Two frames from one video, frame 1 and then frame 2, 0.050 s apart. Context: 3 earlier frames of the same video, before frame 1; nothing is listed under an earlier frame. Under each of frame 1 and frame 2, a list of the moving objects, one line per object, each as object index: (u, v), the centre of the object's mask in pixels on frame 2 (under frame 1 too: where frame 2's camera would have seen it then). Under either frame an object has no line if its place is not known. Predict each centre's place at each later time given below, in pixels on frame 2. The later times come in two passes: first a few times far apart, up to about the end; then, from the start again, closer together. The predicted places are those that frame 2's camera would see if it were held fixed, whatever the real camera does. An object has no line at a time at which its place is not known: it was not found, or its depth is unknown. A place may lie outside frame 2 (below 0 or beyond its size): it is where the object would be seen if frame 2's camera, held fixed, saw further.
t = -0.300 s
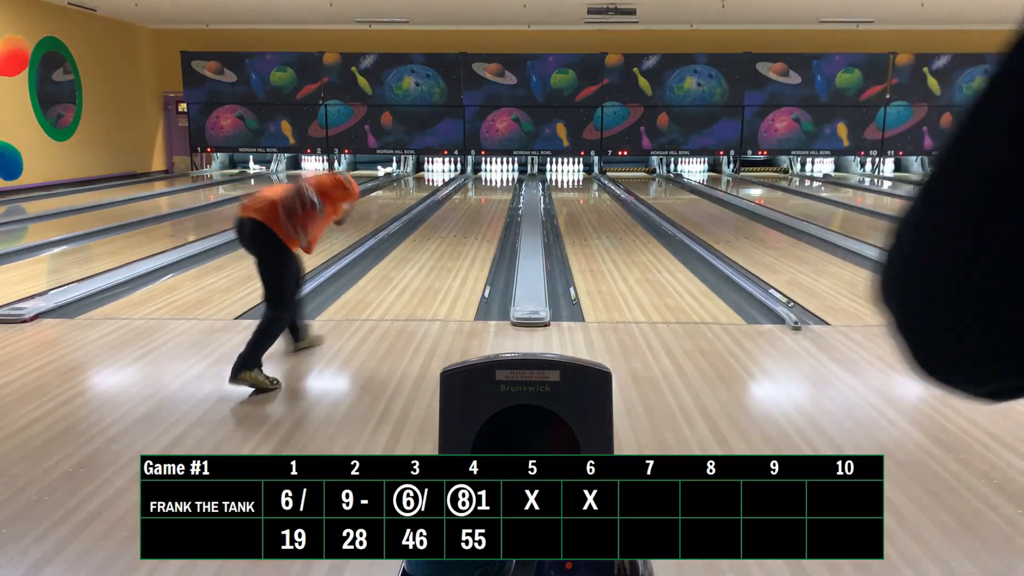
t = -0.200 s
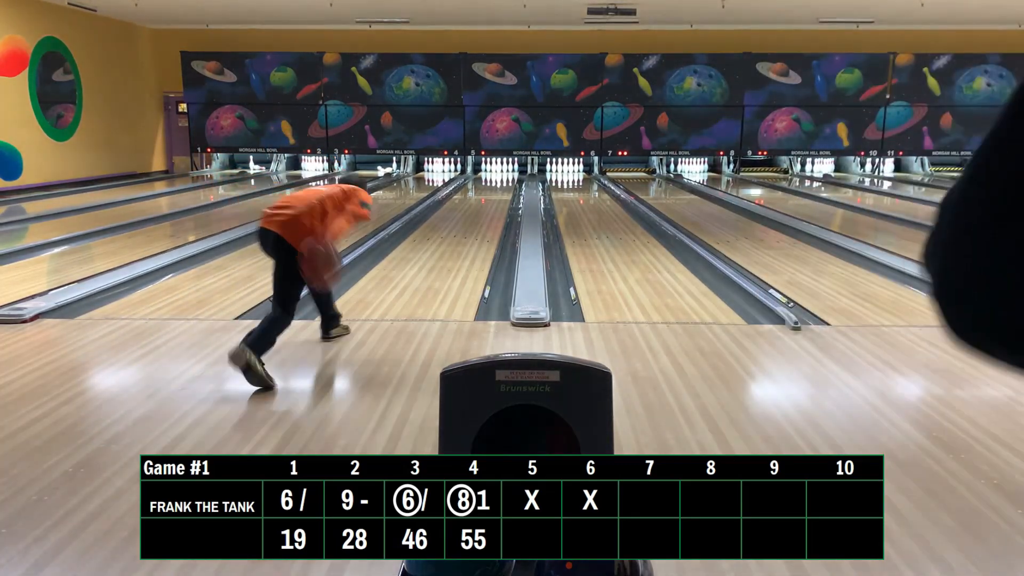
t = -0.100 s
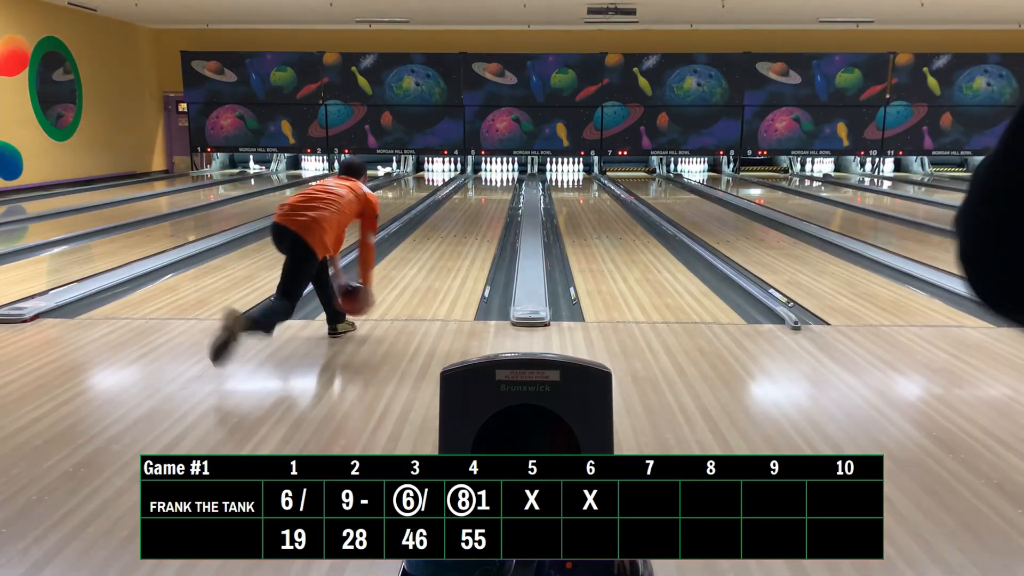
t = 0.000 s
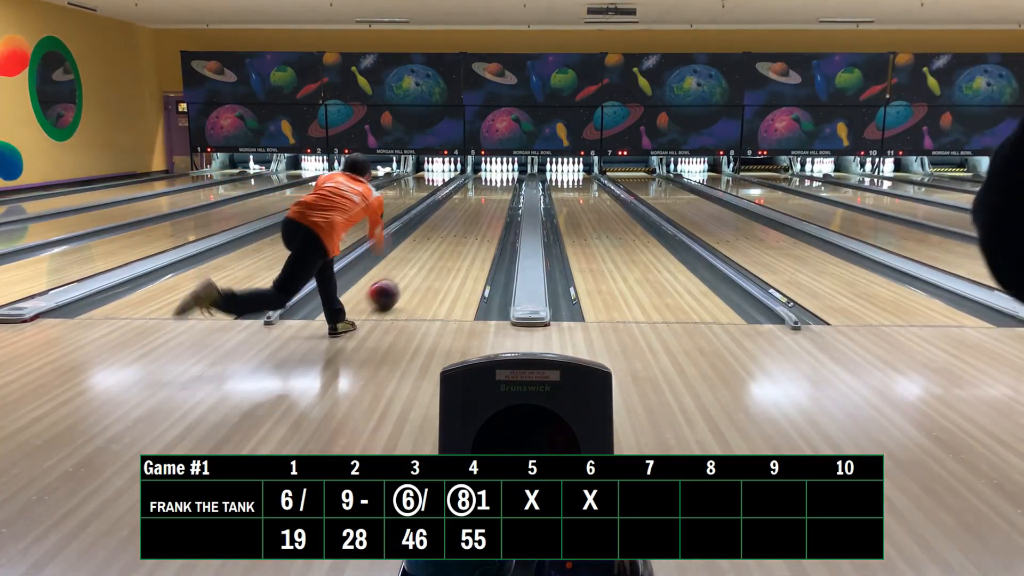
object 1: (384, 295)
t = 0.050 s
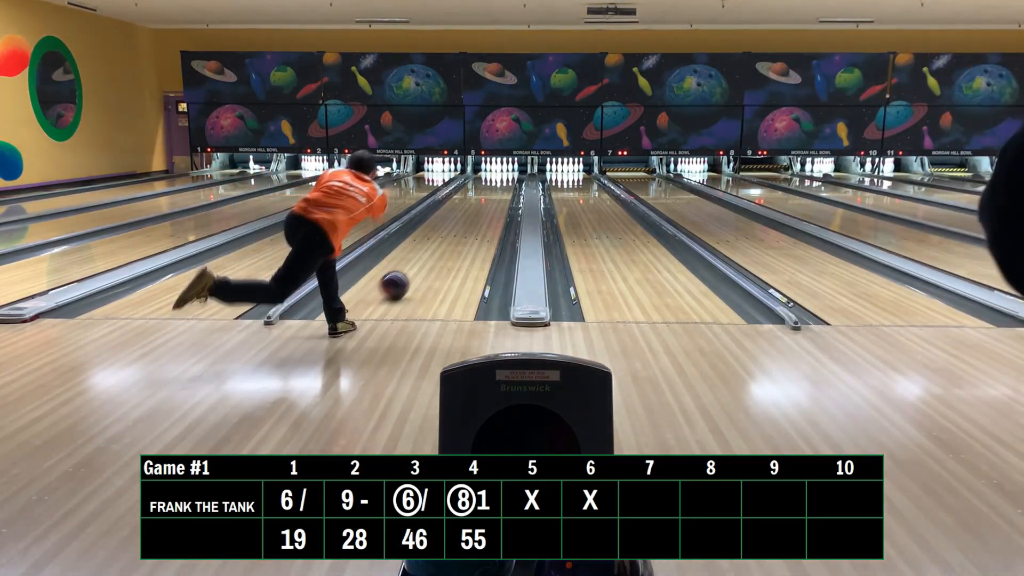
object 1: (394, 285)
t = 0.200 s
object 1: (420, 262)
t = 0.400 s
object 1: (444, 240)
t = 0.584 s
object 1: (462, 224)
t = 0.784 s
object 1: (474, 212)
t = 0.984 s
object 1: (484, 202)
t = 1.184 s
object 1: (491, 195)
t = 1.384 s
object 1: (497, 189)
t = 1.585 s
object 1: (502, 183)
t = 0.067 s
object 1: (398, 282)
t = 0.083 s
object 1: (401, 279)
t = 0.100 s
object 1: (404, 277)
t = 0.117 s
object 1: (407, 274)
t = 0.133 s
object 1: (410, 271)
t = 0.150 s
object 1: (413, 269)
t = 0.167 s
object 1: (415, 267)
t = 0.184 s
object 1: (418, 264)
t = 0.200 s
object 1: (420, 262)
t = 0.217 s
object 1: (423, 260)
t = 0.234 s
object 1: (425, 258)
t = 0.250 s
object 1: (427, 256)
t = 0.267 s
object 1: (430, 254)
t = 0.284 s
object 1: (432, 252)
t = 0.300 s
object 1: (434, 250)
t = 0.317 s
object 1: (436, 248)
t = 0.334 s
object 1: (438, 247)
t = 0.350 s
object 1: (439, 245)
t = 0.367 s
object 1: (441, 243)
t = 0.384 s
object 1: (443, 242)
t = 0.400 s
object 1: (444, 240)
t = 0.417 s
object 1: (446, 239)
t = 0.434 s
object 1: (448, 237)
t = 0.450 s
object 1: (449, 235)
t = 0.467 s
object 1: (451, 234)
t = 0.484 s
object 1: (452, 233)
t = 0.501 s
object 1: (453, 231)
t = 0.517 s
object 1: (456, 229)
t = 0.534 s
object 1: (458, 228)
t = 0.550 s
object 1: (459, 226)
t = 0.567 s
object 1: (460, 225)
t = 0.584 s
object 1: (462, 224)
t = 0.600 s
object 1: (463, 223)
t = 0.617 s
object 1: (464, 222)
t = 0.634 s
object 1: (465, 221)
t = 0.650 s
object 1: (466, 220)
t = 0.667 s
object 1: (467, 219)
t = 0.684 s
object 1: (469, 217)
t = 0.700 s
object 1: (469, 217)
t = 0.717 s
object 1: (470, 216)
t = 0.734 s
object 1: (471, 215)
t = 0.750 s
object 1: (472, 213)
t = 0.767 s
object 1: (474, 212)
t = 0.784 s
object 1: (474, 212)
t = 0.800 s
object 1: (475, 211)
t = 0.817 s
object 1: (476, 210)
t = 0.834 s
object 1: (477, 209)
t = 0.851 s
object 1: (478, 208)
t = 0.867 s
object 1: (479, 207)
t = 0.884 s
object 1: (480, 207)
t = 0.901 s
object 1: (480, 206)
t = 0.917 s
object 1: (481, 205)
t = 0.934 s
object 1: (482, 204)
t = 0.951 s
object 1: (483, 203)
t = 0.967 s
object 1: (483, 203)
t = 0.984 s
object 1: (484, 202)
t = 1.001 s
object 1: (485, 202)
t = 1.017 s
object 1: (485, 201)
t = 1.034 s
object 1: (486, 200)
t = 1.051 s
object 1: (487, 199)
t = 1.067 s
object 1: (487, 199)
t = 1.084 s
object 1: (488, 198)
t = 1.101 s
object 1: (488, 198)
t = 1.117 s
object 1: (489, 197)
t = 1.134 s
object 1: (489, 197)
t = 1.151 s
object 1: (490, 196)
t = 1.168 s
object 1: (491, 195)
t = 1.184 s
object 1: (491, 195)
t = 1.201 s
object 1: (492, 194)
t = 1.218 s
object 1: (493, 193)
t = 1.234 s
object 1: (493, 193)
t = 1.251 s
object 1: (494, 192)
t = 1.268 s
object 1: (494, 192)
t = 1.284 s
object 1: (495, 192)
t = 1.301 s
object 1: (495, 191)
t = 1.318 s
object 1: (496, 190)
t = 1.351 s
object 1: (497, 190)
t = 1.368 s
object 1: (497, 189)
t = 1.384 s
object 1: (497, 189)
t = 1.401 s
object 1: (498, 188)
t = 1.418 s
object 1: (498, 188)
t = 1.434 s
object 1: (499, 187)
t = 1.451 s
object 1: (499, 187)
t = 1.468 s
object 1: (499, 187)
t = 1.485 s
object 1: (500, 186)
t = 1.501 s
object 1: (500, 185)
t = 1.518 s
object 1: (501, 185)
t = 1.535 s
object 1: (501, 184)
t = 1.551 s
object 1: (501, 184)
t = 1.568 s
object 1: (501, 184)
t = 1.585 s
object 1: (502, 183)
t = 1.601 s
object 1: (502, 183)
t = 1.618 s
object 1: (502, 183)
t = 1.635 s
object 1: (503, 182)
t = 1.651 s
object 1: (503, 182)
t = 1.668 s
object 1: (503, 181)
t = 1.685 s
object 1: (504, 181)
